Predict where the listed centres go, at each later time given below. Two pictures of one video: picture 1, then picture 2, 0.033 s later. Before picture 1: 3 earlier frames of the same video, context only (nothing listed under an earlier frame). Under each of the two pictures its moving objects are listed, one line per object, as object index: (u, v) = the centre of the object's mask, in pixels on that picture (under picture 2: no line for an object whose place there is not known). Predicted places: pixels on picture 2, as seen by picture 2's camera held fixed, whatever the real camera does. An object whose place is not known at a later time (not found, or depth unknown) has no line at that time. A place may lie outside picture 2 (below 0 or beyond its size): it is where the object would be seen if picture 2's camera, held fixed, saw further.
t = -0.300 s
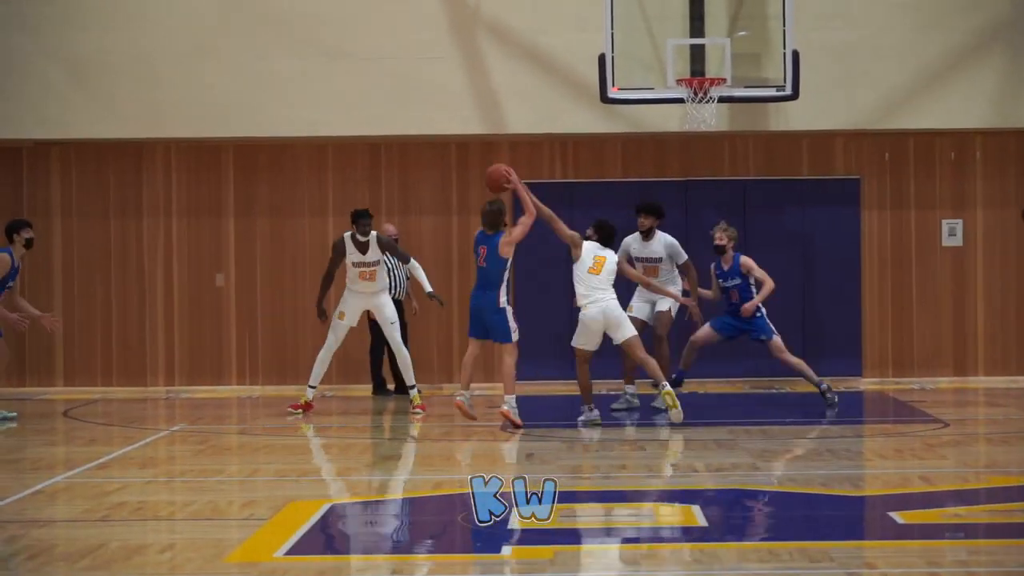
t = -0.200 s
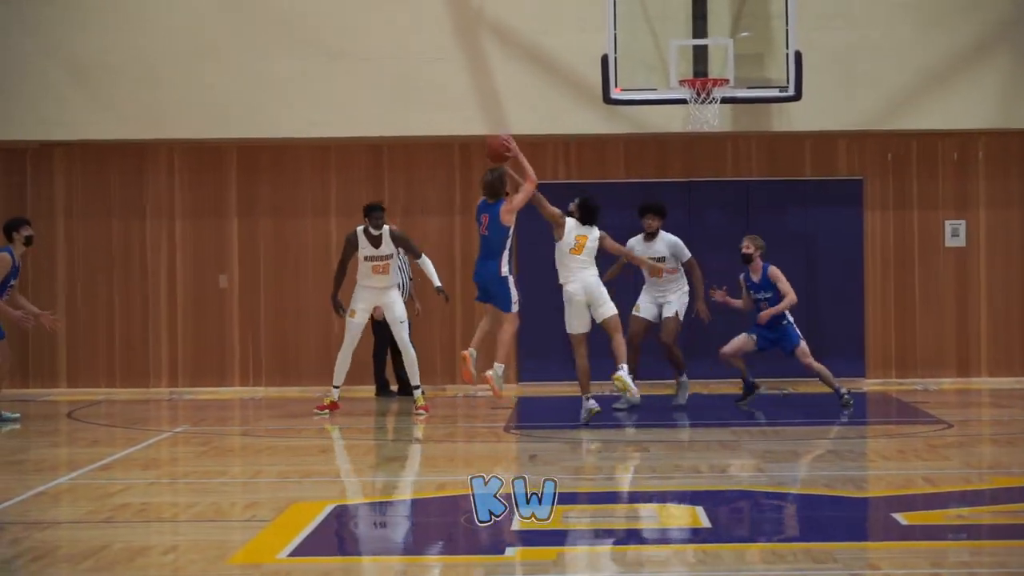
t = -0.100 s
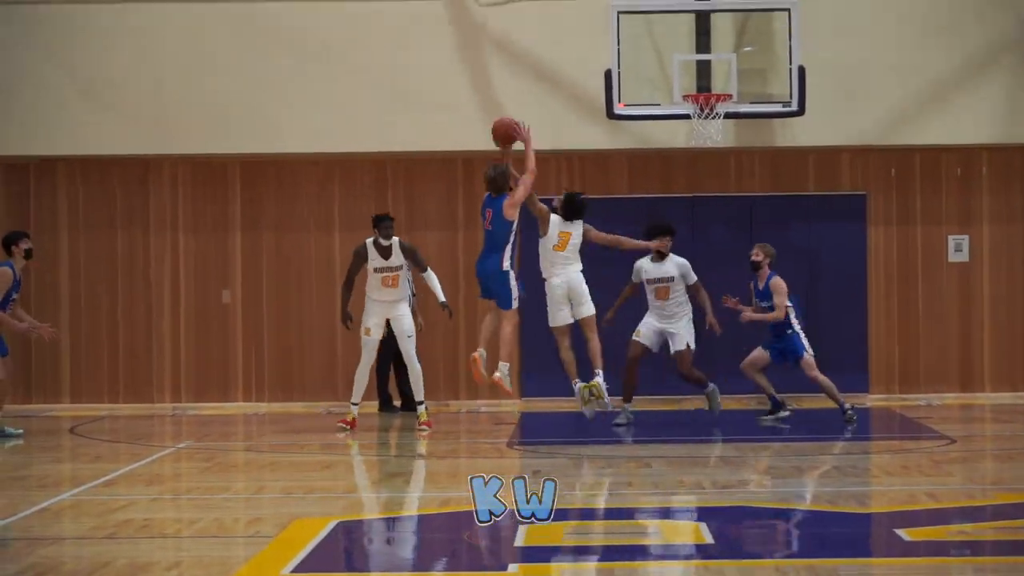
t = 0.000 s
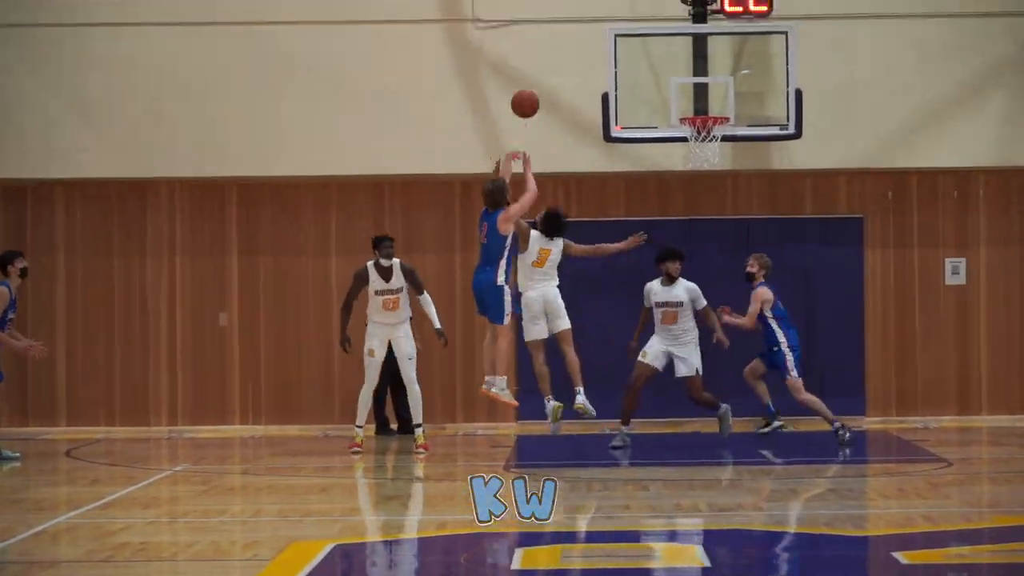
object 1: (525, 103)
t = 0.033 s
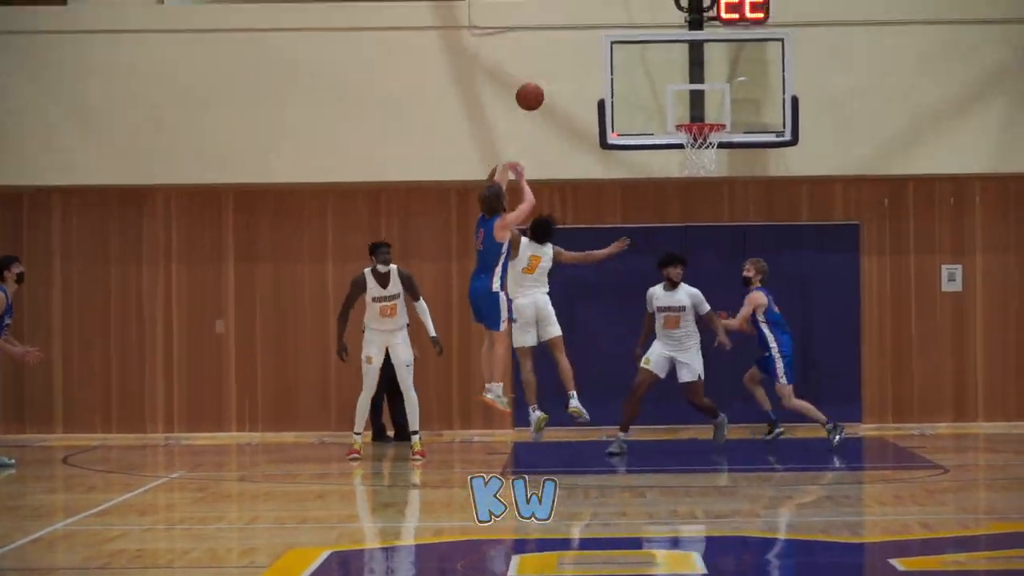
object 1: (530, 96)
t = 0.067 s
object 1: (538, 83)
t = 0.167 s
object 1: (563, 52)
